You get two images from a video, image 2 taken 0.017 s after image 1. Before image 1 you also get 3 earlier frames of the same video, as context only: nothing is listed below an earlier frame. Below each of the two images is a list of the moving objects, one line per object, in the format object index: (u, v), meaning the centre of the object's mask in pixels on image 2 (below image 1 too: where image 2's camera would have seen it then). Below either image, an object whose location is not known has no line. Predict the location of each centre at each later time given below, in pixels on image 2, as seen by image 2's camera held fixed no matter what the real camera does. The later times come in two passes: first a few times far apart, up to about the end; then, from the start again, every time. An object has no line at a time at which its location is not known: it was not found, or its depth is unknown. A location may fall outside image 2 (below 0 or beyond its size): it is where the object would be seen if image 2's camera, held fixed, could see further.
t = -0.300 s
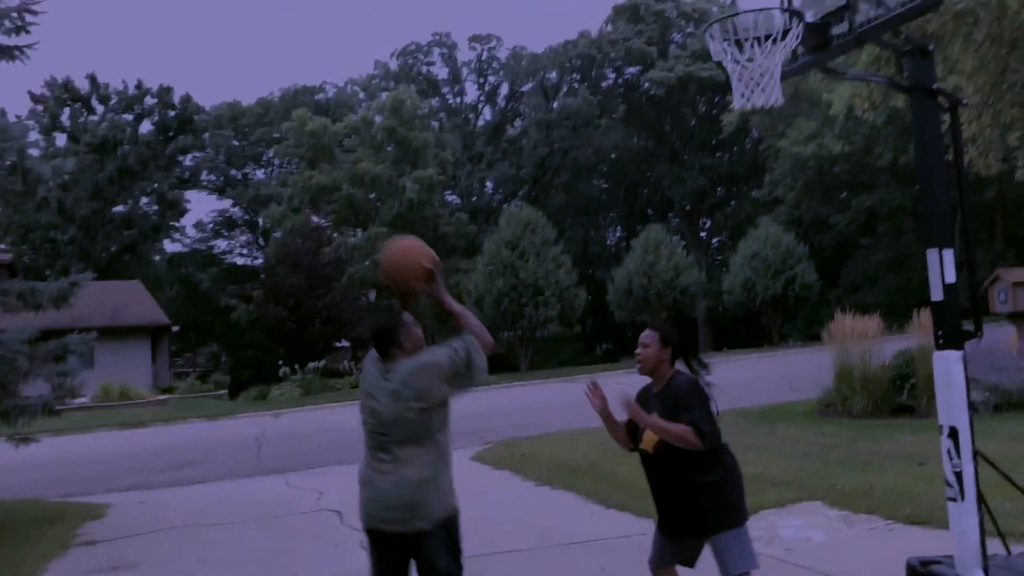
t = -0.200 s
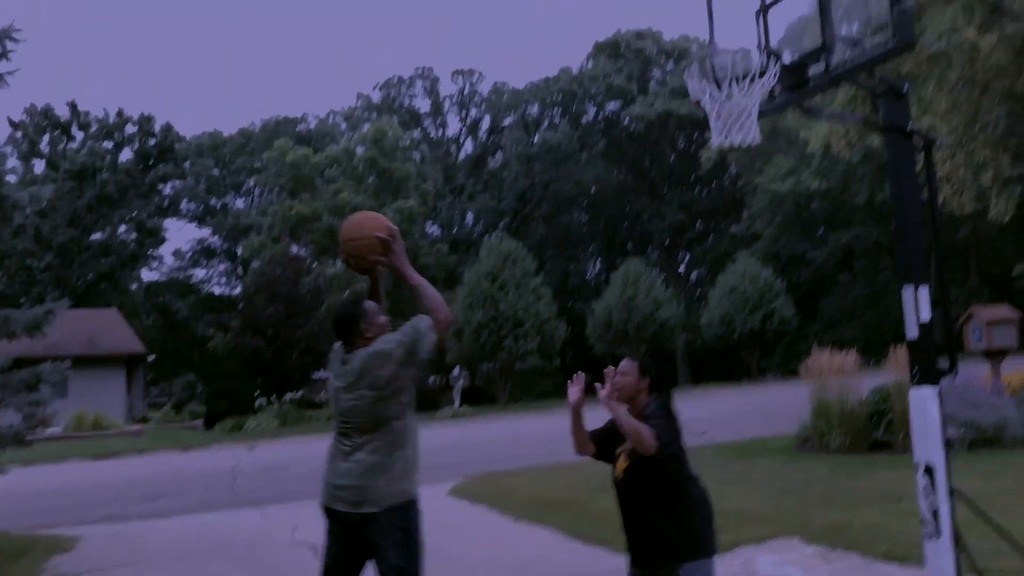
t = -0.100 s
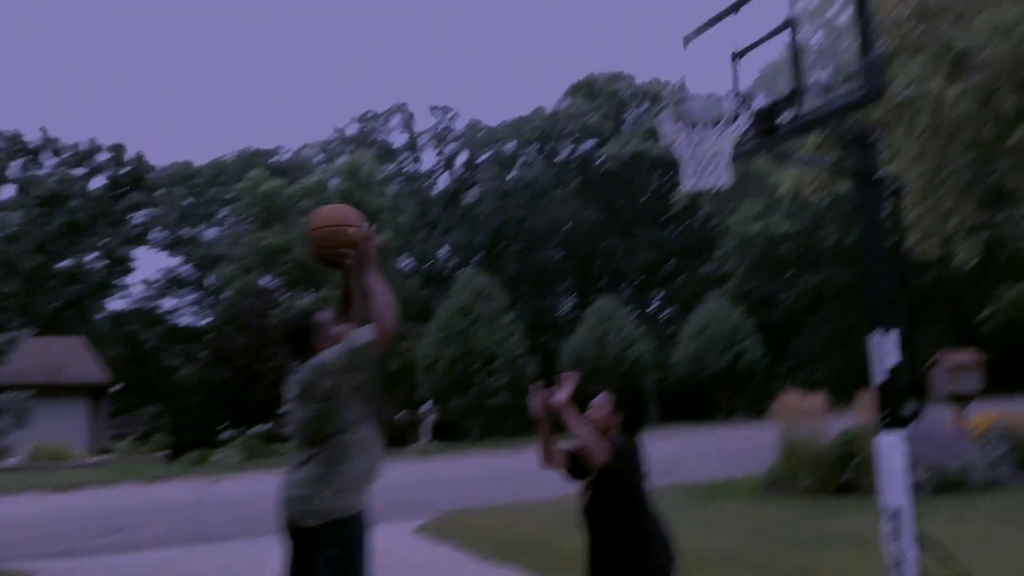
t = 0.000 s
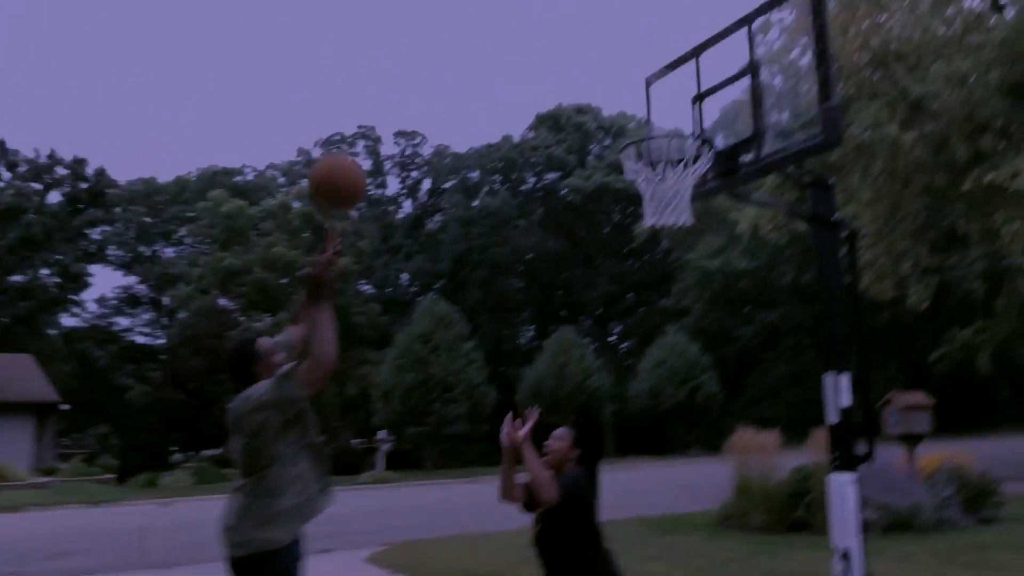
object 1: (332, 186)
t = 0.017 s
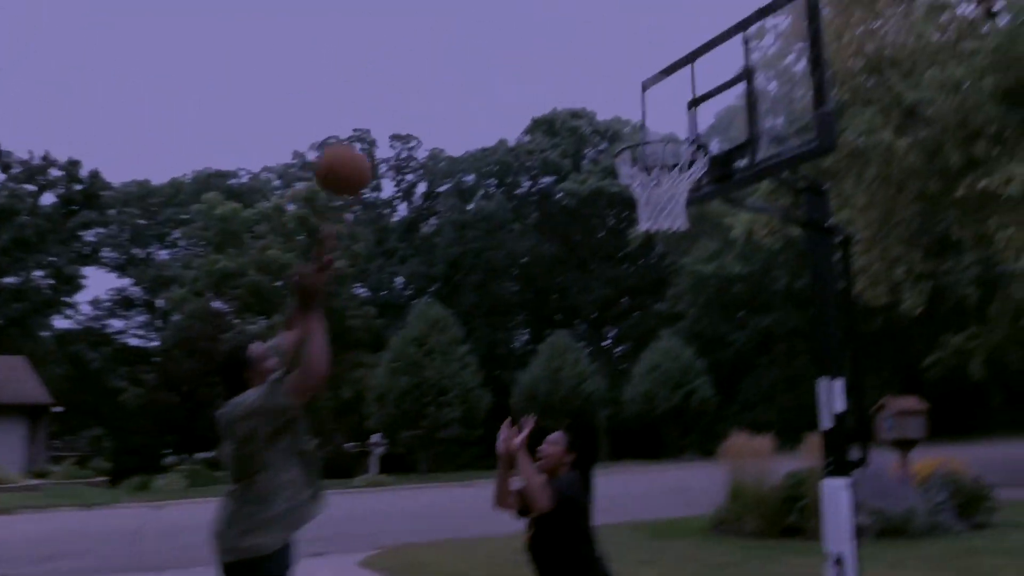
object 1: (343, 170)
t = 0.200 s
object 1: (449, 71)
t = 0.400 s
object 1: (548, 48)
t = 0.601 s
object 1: (638, 99)
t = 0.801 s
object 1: (685, 203)
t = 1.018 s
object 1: (658, 334)
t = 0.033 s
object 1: (353, 158)
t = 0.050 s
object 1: (364, 147)
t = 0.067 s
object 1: (374, 137)
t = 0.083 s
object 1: (384, 126)
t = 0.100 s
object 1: (394, 116)
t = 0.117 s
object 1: (404, 106)
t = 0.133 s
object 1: (414, 98)
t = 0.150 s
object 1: (423, 90)
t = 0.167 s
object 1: (432, 83)
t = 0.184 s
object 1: (441, 77)
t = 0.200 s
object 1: (449, 71)
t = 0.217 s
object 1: (458, 66)
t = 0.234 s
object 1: (466, 62)
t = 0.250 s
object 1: (475, 58)
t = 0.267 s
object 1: (484, 55)
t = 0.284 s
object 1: (492, 52)
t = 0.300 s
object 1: (500, 50)
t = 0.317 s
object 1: (508, 48)
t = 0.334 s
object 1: (516, 47)
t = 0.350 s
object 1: (524, 47)
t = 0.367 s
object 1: (532, 47)
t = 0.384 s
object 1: (540, 47)
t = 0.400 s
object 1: (548, 48)
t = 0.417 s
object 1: (556, 50)
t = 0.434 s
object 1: (564, 52)
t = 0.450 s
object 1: (572, 54)
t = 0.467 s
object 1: (579, 58)
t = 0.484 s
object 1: (587, 61)
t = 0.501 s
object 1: (594, 65)
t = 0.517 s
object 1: (601, 70)
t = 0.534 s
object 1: (609, 74)
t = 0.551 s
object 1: (616, 80)
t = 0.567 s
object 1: (623, 86)
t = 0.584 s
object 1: (631, 92)
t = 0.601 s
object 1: (638, 99)
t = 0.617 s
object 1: (645, 106)
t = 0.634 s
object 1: (652, 115)
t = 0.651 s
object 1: (659, 122)
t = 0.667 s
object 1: (666, 127)
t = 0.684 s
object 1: (673, 131)
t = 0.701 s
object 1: (683, 151)
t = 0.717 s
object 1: (688, 162)
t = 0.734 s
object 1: (690, 168)
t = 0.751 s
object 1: (690, 173)
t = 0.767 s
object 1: (688, 186)
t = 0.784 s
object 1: (687, 194)
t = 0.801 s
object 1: (685, 203)
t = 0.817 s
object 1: (679, 221)
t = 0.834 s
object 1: (680, 223)
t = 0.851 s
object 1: (678, 226)
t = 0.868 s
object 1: (676, 234)
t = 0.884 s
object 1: (674, 242)
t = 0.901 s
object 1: (672, 252)
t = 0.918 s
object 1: (669, 263)
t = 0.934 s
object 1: (667, 273)
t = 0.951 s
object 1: (665, 286)
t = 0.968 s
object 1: (663, 296)
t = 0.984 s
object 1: (661, 309)
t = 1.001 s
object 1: (659, 321)
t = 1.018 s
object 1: (658, 334)
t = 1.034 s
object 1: (655, 350)
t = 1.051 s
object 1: (653, 366)
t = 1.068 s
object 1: (652, 381)
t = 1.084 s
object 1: (649, 399)
